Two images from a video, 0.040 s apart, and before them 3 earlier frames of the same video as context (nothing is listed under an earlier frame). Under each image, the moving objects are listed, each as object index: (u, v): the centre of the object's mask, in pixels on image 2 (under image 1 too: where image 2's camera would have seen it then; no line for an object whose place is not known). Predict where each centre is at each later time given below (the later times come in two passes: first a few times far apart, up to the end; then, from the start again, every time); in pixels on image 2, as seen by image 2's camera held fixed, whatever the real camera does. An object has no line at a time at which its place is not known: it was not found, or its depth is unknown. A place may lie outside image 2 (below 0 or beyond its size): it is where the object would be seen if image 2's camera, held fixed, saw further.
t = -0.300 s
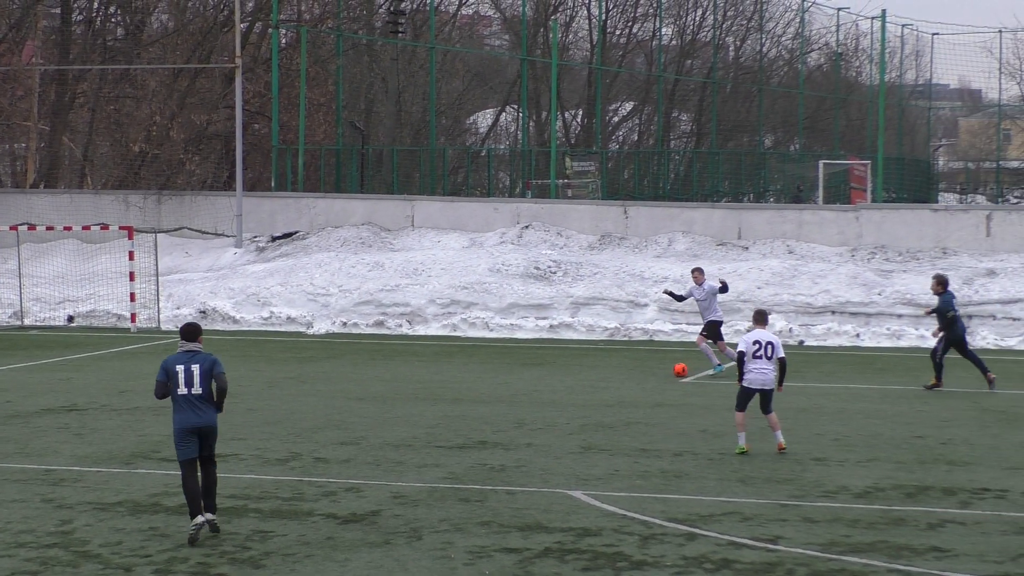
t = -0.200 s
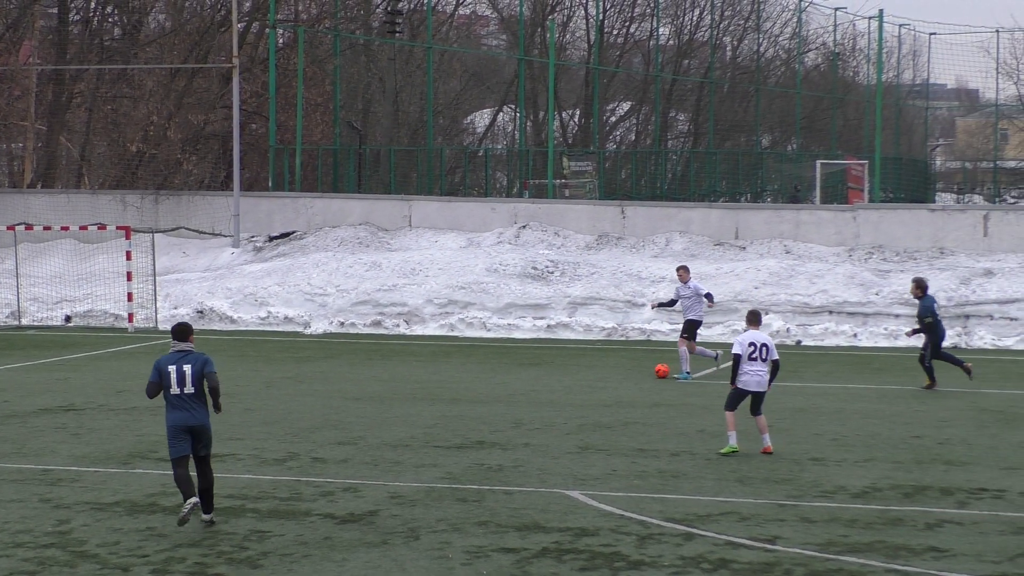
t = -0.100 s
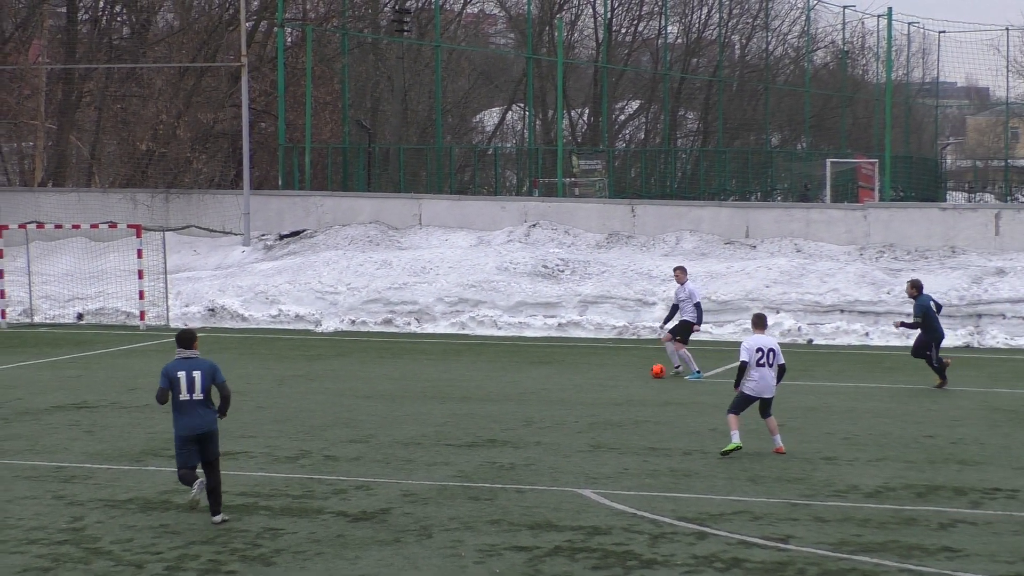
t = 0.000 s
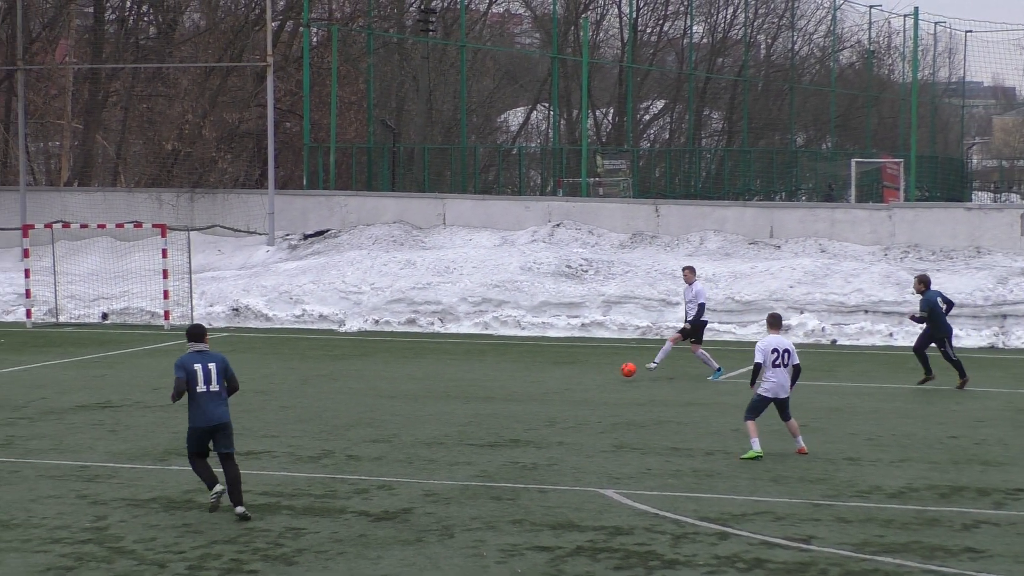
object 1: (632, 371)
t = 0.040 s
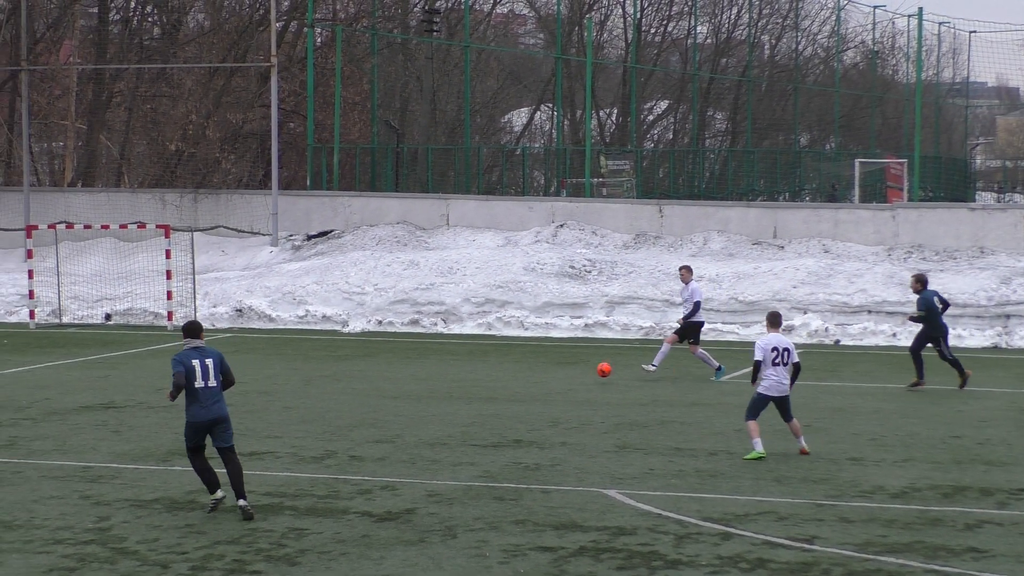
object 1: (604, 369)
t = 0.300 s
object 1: (431, 377)
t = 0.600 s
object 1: (251, 389)
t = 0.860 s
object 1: (119, 402)
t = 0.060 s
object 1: (590, 370)
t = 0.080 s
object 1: (576, 370)
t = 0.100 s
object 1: (563, 370)
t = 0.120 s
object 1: (549, 371)
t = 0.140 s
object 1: (535, 373)
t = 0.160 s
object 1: (521, 374)
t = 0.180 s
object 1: (507, 377)
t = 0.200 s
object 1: (493, 380)
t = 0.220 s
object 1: (480, 380)
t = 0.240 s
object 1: (468, 379)
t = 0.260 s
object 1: (455, 378)
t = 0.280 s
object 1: (443, 377)
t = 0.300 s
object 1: (431, 377)
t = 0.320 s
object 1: (418, 377)
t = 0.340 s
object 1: (406, 377)
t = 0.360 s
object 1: (393, 377)
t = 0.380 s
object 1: (380, 378)
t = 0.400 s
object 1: (368, 380)
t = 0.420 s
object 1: (355, 382)
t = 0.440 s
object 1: (343, 384)
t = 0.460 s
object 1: (330, 386)
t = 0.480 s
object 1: (317, 389)
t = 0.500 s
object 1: (304, 392)
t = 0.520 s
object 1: (293, 392)
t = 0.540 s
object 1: (283, 391)
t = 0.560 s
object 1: (273, 390)
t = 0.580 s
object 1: (262, 390)
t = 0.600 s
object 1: (251, 389)
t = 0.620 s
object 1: (241, 390)
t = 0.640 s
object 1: (231, 390)
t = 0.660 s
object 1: (220, 391)
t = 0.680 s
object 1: (210, 392)
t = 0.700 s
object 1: (198, 394)
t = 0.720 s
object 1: (188, 395)
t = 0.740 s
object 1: (177, 398)
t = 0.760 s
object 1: (167, 400)
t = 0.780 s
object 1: (156, 401)
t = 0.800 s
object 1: (146, 400)
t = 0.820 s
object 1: (136, 400)
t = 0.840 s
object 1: (126, 401)
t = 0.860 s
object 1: (119, 402)
